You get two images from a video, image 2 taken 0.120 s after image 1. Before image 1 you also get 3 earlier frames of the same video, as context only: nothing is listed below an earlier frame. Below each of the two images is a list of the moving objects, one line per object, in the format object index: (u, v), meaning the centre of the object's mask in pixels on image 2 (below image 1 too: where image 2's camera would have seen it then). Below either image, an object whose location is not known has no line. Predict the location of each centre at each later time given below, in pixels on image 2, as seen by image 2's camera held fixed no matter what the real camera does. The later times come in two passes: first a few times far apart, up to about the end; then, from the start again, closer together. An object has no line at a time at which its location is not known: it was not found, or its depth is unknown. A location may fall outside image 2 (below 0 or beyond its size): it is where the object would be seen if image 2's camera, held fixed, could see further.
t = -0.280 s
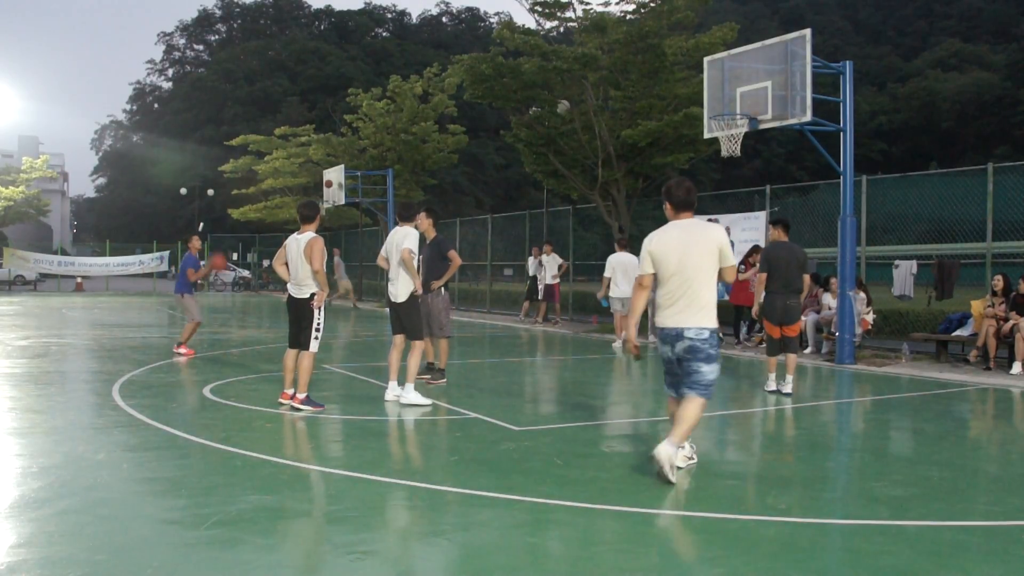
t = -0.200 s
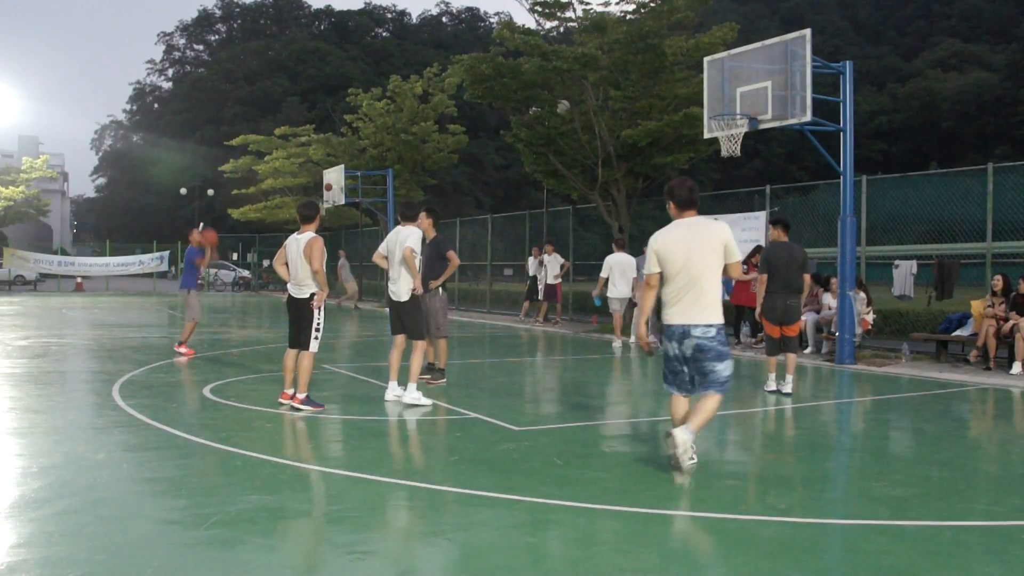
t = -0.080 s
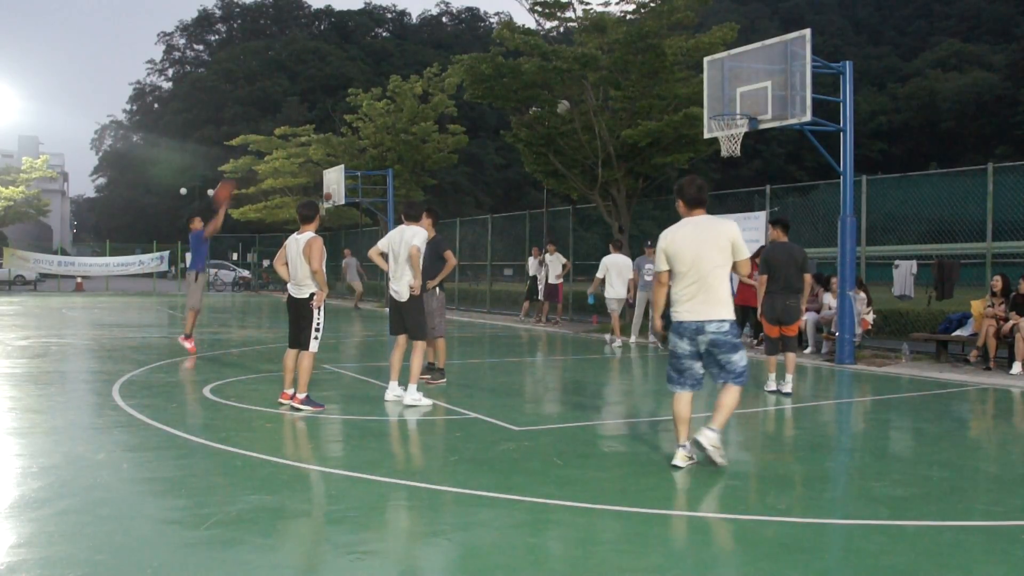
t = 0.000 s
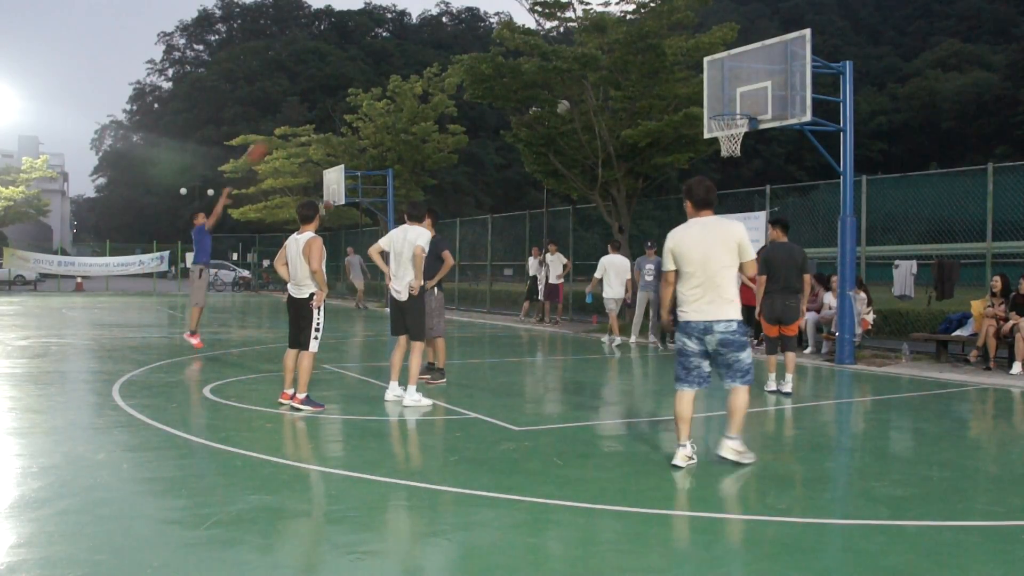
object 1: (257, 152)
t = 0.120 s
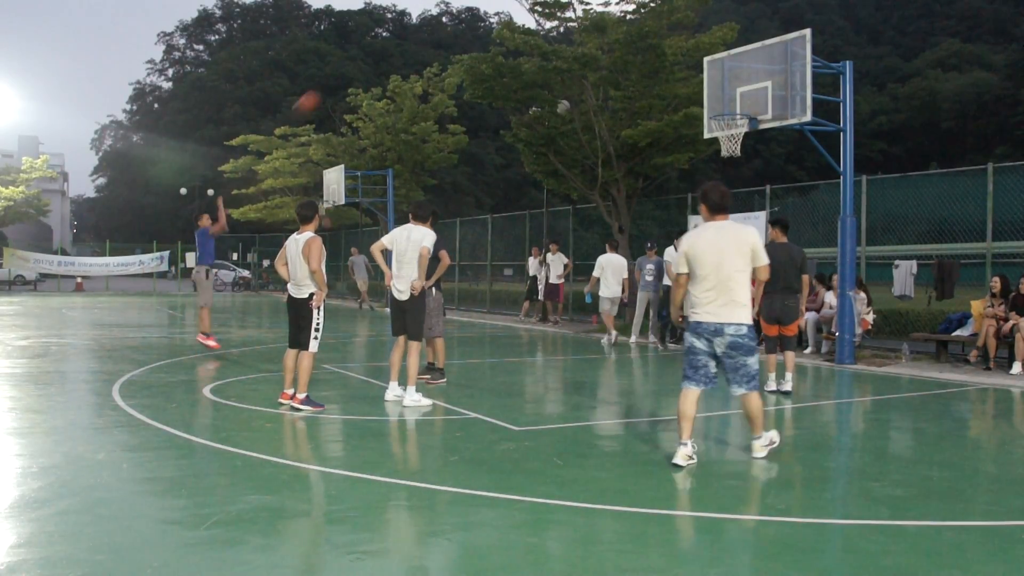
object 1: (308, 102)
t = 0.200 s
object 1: (342, 74)
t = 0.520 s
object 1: (477, 10)
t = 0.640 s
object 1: (530, 6)
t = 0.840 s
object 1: (615, 23)
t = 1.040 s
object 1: (702, 73)
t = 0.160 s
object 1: (324, 88)
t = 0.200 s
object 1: (342, 74)
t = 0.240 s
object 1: (358, 62)
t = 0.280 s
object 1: (376, 51)
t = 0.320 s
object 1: (393, 41)
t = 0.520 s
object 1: (477, 10)
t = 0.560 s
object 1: (495, 7)
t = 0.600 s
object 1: (512, 7)
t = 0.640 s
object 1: (530, 6)
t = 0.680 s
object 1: (548, 6)
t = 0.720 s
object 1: (563, 7)
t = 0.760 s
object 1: (582, 12)
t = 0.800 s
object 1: (599, 18)
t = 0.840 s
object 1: (615, 23)
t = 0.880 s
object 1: (634, 30)
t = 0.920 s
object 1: (651, 39)
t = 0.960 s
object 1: (668, 49)
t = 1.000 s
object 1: (687, 61)
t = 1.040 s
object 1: (702, 73)
